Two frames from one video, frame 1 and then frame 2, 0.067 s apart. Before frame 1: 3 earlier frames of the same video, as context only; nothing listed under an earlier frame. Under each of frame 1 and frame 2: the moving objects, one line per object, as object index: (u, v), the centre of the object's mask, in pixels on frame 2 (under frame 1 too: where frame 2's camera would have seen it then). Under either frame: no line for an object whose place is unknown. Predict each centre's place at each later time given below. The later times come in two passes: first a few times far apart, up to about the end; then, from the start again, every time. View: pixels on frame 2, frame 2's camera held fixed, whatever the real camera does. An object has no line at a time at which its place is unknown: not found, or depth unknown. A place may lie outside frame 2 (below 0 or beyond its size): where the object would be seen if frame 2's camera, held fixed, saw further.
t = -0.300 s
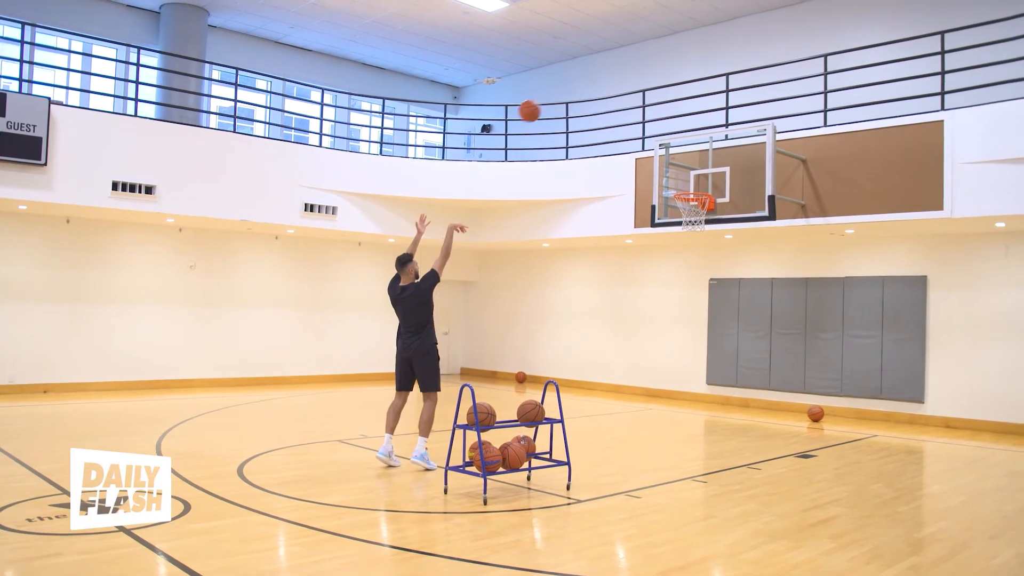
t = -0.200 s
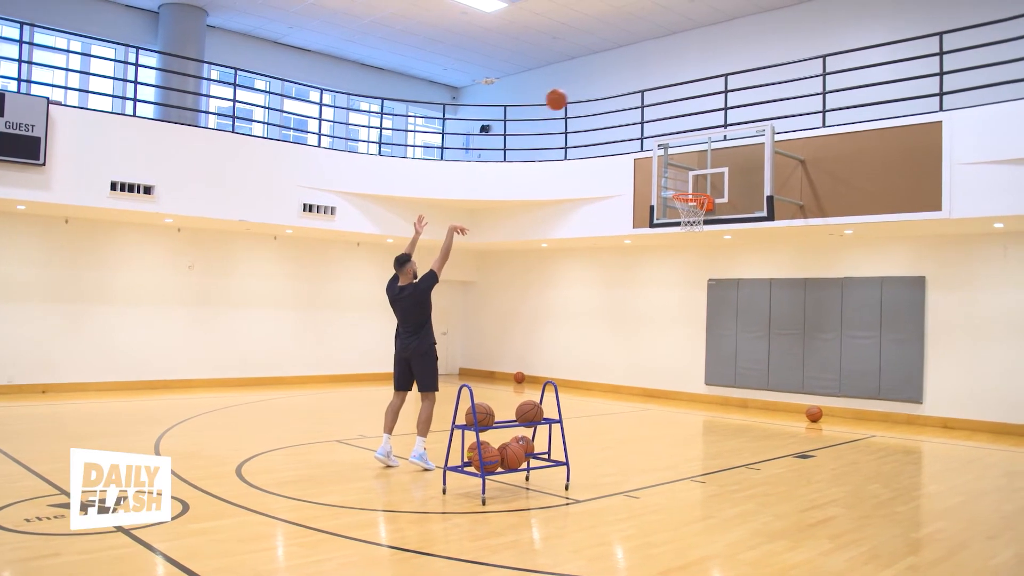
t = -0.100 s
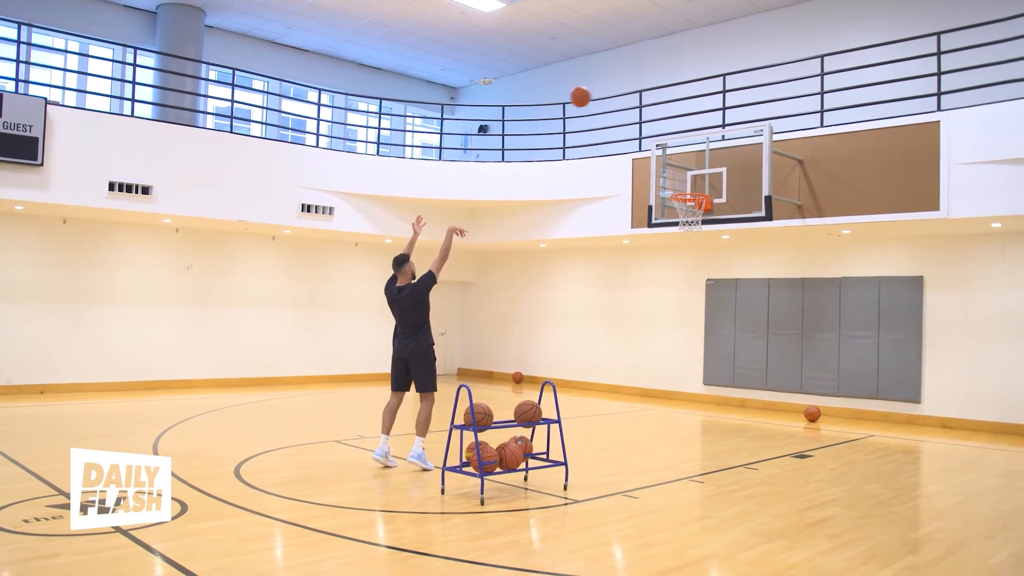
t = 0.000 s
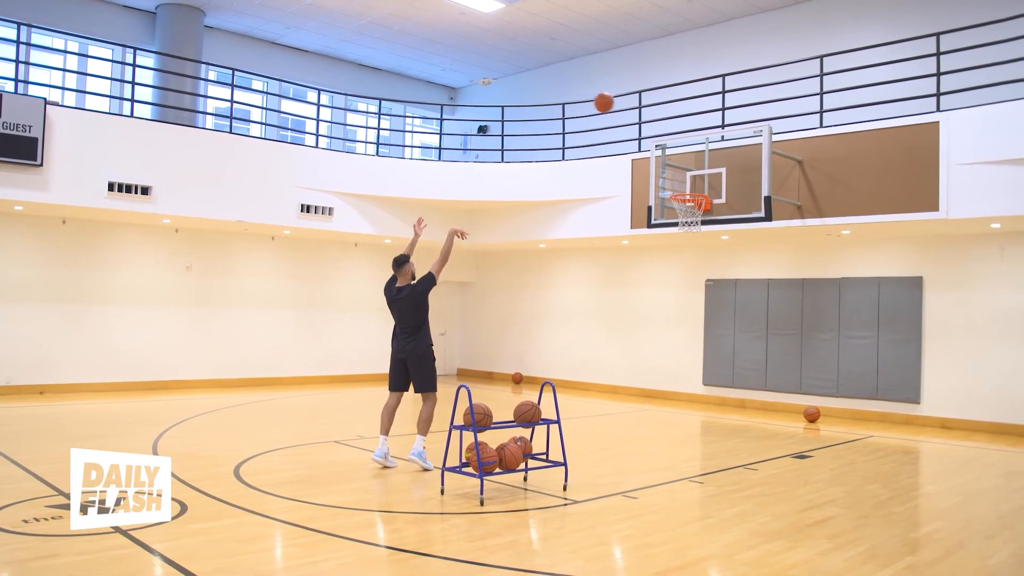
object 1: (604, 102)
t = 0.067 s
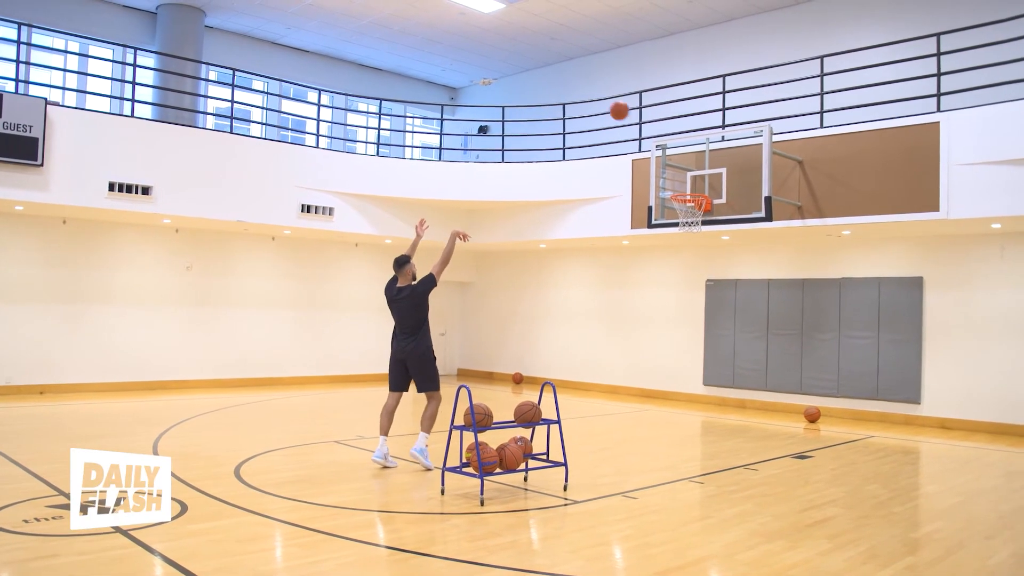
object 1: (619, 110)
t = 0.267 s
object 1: (661, 152)
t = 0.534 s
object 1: (698, 224)
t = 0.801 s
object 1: (704, 294)
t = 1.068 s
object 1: (709, 418)
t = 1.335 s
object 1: (707, 348)
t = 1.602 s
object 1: (704, 316)
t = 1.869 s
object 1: (699, 339)
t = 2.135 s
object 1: (691, 423)
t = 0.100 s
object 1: (626, 116)
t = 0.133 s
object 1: (633, 121)
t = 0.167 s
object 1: (640, 128)
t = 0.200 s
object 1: (647, 135)
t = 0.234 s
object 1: (654, 143)
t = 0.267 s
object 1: (661, 152)
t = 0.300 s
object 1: (667, 162)
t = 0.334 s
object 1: (673, 171)
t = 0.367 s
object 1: (679, 182)
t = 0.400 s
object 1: (685, 189)
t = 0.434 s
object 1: (692, 205)
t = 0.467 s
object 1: (696, 214)
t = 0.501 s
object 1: (697, 220)
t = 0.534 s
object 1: (698, 224)
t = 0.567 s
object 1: (699, 230)
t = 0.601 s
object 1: (699, 237)
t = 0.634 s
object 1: (700, 244)
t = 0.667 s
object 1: (701, 253)
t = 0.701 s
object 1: (702, 262)
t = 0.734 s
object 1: (703, 272)
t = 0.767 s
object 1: (704, 283)
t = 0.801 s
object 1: (704, 294)
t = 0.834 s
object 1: (705, 307)
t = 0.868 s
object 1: (706, 320)
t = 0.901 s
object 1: (706, 334)
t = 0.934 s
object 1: (707, 349)
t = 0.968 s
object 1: (708, 365)
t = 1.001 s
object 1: (708, 381)
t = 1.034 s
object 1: (709, 400)
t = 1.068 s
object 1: (709, 418)
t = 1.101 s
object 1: (709, 418)
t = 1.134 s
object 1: (709, 405)
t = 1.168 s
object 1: (709, 394)
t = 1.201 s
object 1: (708, 383)
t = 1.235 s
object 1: (708, 373)
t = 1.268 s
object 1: (708, 364)
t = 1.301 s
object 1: (708, 355)
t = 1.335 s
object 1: (707, 348)
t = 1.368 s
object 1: (707, 341)
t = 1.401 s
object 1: (706, 335)
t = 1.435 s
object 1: (706, 330)
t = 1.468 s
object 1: (706, 325)
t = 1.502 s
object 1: (705, 322)
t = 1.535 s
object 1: (705, 319)
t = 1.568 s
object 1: (704, 317)
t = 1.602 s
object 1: (704, 316)
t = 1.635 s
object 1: (703, 316)
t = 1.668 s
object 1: (703, 316)
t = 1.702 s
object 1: (702, 318)
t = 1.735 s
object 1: (701, 320)
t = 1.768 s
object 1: (701, 324)
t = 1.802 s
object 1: (700, 328)
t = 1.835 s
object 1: (699, 333)
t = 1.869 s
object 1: (699, 339)
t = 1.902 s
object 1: (698, 346)
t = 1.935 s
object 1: (697, 354)
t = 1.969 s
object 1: (696, 363)
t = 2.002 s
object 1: (695, 373)
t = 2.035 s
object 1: (694, 384)
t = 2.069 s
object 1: (693, 397)
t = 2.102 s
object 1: (692, 409)
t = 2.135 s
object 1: (691, 423)
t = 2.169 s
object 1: (690, 436)
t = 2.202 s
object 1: (690, 426)
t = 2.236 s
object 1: (689, 416)
